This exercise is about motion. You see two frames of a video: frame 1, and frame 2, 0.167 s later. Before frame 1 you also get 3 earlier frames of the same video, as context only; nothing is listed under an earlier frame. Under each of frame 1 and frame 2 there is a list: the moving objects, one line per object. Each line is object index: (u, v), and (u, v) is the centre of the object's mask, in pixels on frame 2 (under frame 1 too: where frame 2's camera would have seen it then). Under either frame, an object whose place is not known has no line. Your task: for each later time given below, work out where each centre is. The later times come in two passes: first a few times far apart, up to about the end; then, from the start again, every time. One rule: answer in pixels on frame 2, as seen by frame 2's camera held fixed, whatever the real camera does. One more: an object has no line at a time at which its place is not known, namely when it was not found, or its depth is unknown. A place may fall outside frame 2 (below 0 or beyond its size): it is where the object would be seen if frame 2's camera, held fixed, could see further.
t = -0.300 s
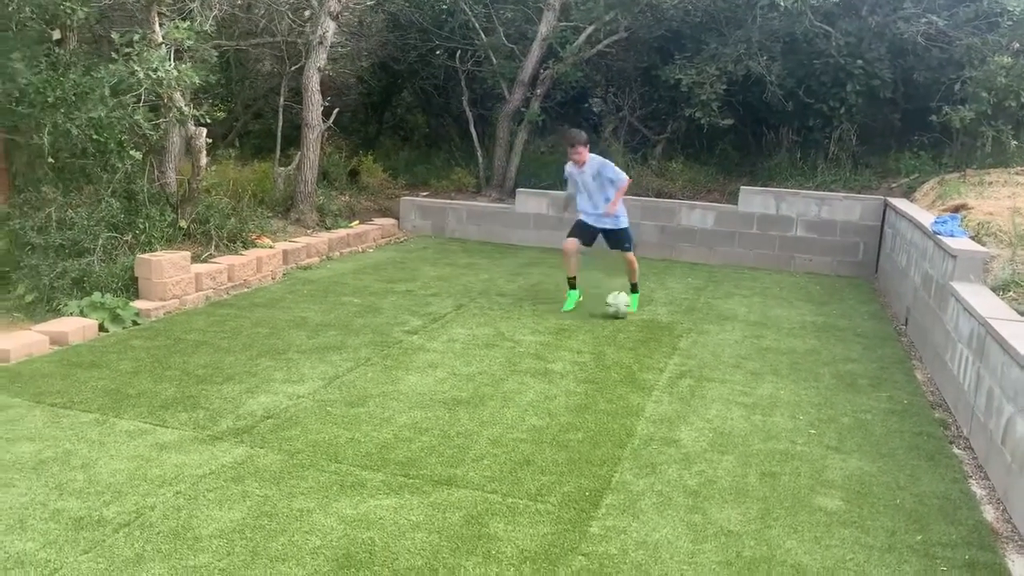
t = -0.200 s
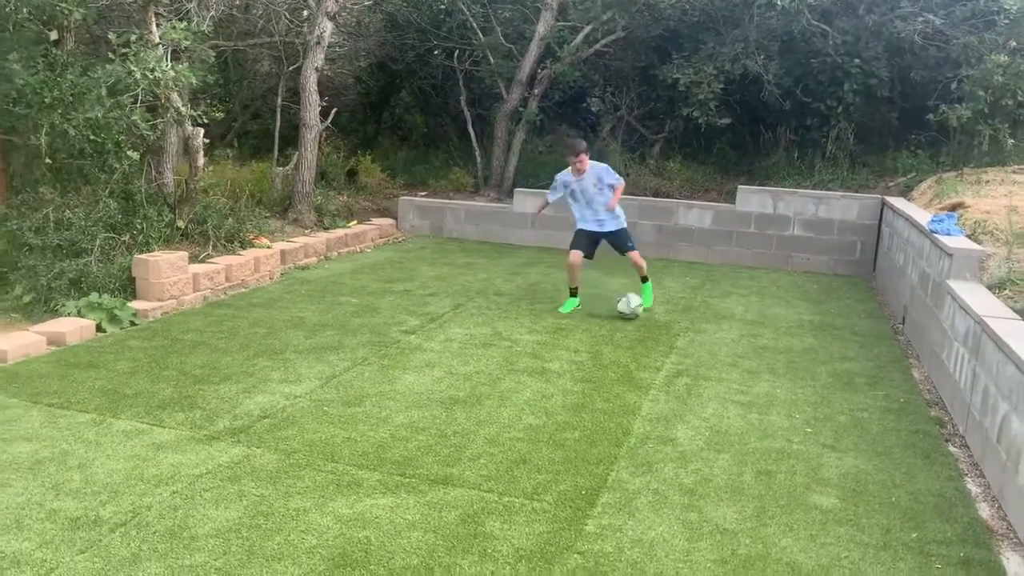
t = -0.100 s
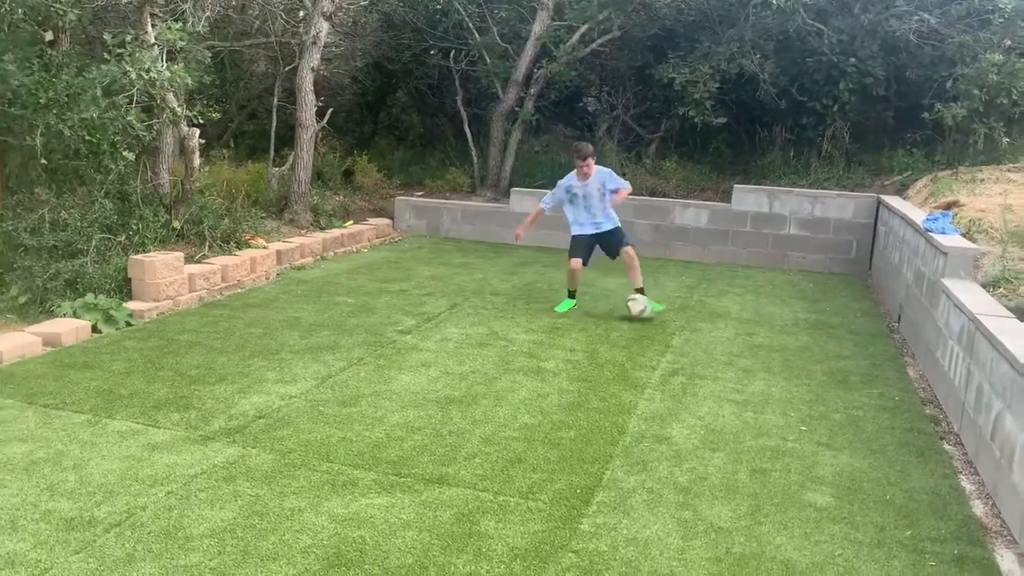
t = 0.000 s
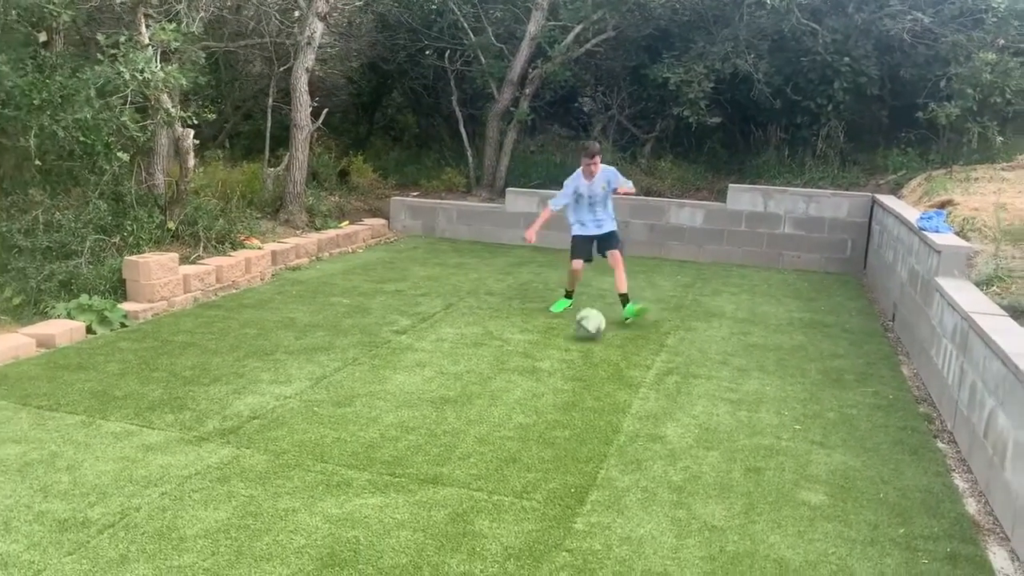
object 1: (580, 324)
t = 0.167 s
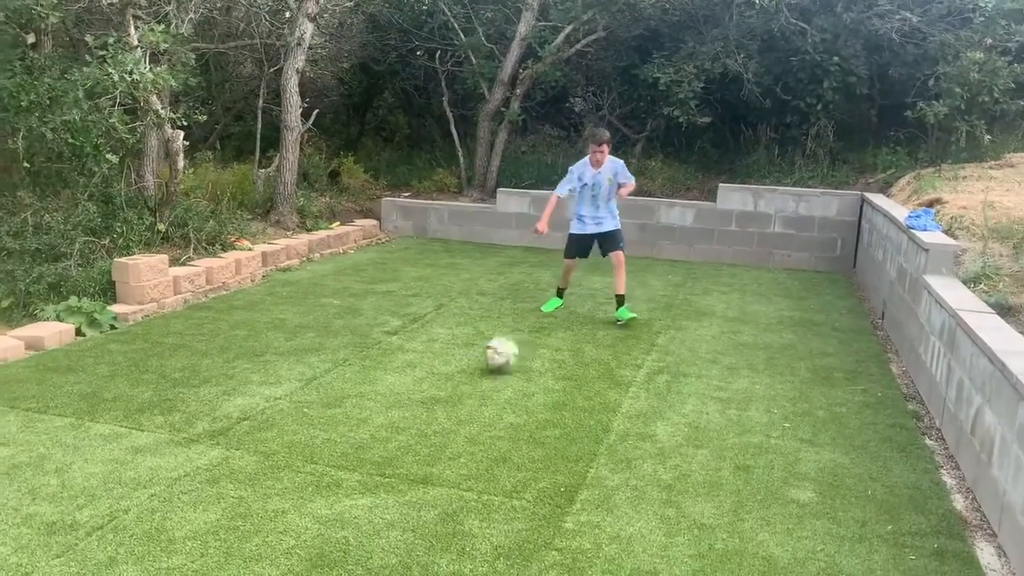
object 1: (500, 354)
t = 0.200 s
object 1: (483, 362)
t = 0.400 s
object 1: (373, 408)
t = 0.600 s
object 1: (238, 464)
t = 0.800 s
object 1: (53, 542)
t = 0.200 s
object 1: (483, 362)
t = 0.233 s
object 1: (465, 372)
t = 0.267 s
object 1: (448, 376)
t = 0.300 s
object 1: (432, 381)
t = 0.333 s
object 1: (411, 390)
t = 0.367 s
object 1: (390, 401)
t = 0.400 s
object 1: (373, 408)
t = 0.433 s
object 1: (353, 414)
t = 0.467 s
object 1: (331, 424)
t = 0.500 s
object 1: (311, 437)
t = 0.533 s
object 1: (287, 445)
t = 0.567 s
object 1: (263, 454)
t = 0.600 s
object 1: (238, 464)
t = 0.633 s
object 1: (209, 479)
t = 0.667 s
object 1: (182, 489)
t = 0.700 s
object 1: (152, 501)
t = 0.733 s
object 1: (119, 516)
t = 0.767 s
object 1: (84, 534)
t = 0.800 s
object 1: (53, 542)
